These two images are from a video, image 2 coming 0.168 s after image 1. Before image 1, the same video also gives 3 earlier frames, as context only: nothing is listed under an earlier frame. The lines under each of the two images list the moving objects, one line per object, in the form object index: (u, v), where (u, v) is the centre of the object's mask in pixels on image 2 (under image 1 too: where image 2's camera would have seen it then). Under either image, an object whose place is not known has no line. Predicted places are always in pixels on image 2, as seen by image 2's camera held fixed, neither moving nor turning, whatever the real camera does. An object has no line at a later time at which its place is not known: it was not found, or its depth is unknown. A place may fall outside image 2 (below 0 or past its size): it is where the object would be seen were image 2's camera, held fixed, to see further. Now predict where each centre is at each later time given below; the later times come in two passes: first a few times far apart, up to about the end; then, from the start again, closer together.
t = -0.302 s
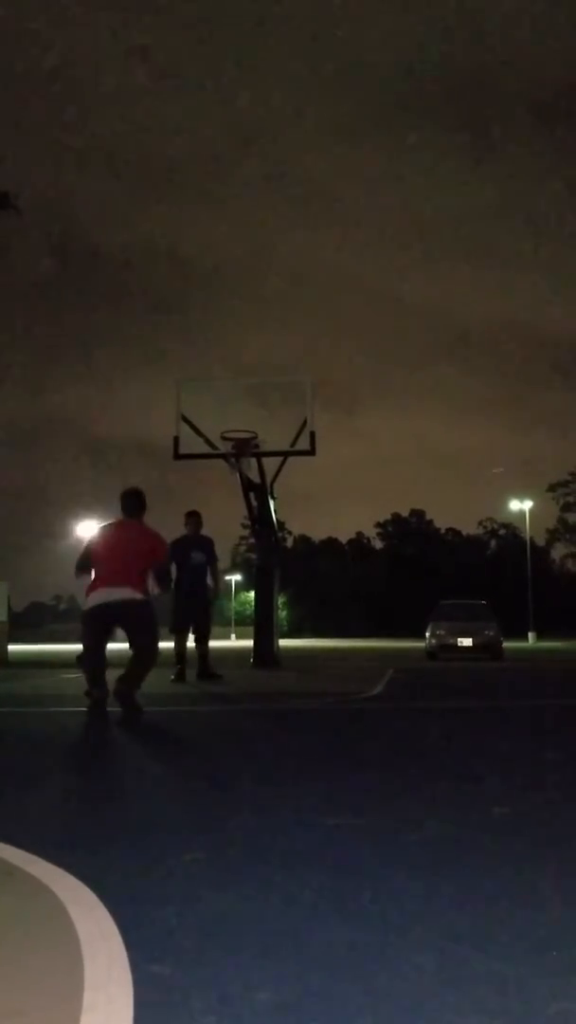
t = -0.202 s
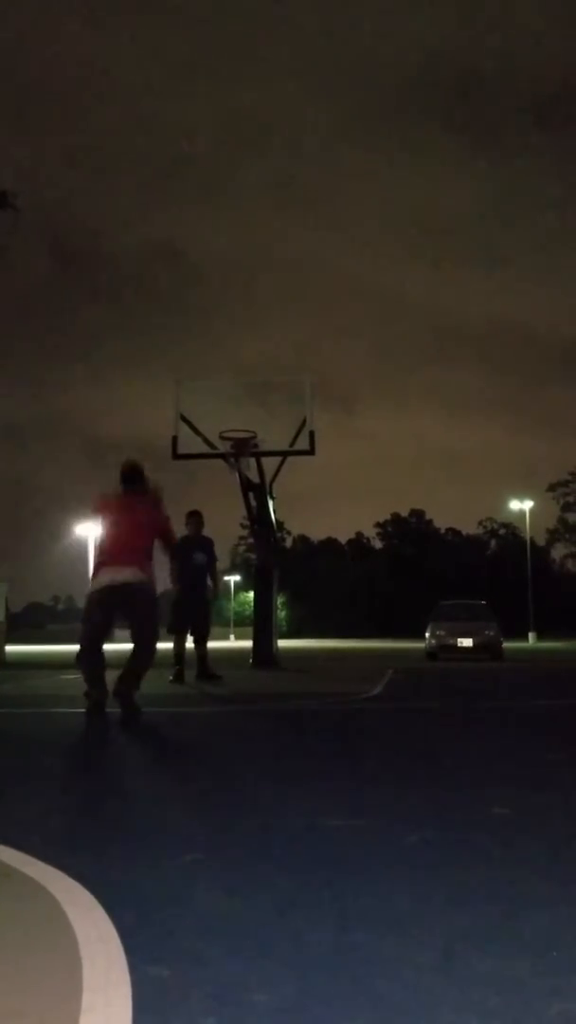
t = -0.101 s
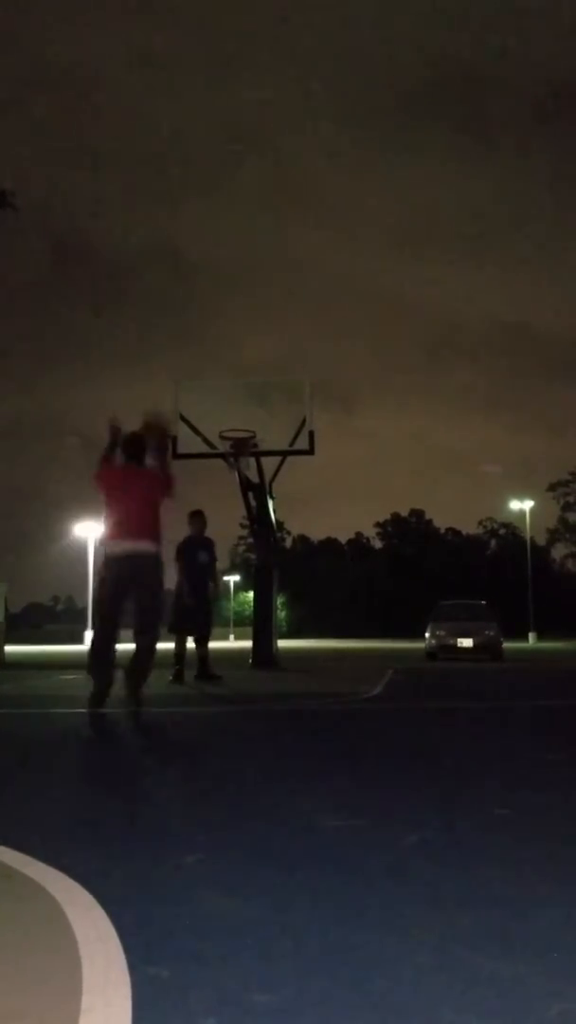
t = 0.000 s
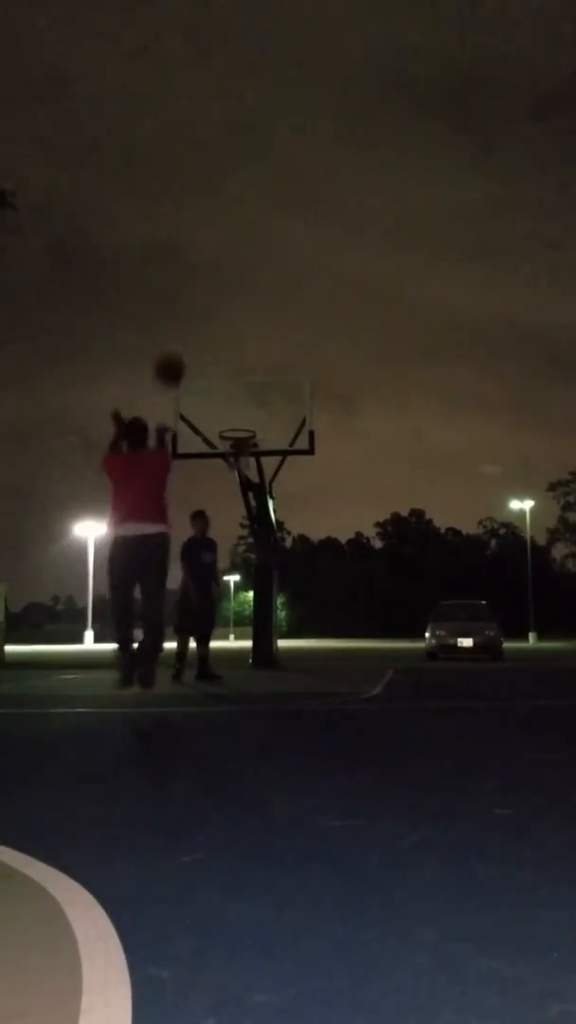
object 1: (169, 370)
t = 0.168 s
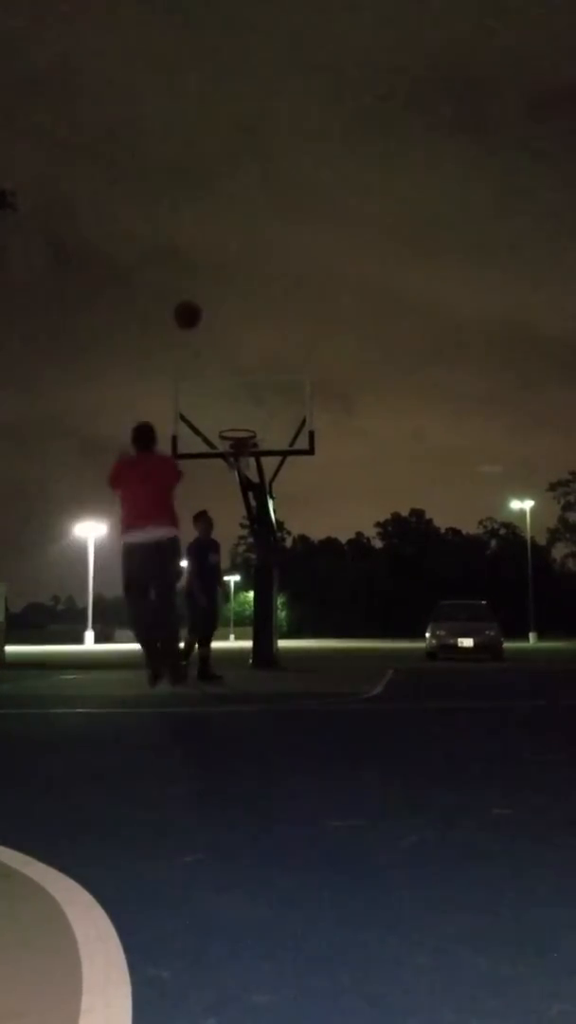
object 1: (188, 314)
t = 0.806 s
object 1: (228, 376)
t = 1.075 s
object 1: (238, 401)
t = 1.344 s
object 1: (240, 369)
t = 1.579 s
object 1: (242, 382)
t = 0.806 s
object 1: (228, 376)
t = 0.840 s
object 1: (229, 386)
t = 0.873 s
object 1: (231, 396)
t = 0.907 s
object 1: (232, 408)
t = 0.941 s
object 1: (233, 420)
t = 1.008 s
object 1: (236, 419)
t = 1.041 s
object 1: (237, 409)
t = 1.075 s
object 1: (238, 401)
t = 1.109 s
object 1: (238, 394)
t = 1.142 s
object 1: (239, 388)
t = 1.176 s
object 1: (239, 383)
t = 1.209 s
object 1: (239, 378)
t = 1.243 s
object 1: (239, 375)
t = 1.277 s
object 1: (240, 372)
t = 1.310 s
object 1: (240, 370)
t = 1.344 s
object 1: (240, 369)
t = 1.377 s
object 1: (241, 369)
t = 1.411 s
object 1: (241, 369)
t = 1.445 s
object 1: (241, 369)
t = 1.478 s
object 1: (241, 371)
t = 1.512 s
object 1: (242, 374)
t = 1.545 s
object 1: (242, 377)
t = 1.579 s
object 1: (242, 382)
